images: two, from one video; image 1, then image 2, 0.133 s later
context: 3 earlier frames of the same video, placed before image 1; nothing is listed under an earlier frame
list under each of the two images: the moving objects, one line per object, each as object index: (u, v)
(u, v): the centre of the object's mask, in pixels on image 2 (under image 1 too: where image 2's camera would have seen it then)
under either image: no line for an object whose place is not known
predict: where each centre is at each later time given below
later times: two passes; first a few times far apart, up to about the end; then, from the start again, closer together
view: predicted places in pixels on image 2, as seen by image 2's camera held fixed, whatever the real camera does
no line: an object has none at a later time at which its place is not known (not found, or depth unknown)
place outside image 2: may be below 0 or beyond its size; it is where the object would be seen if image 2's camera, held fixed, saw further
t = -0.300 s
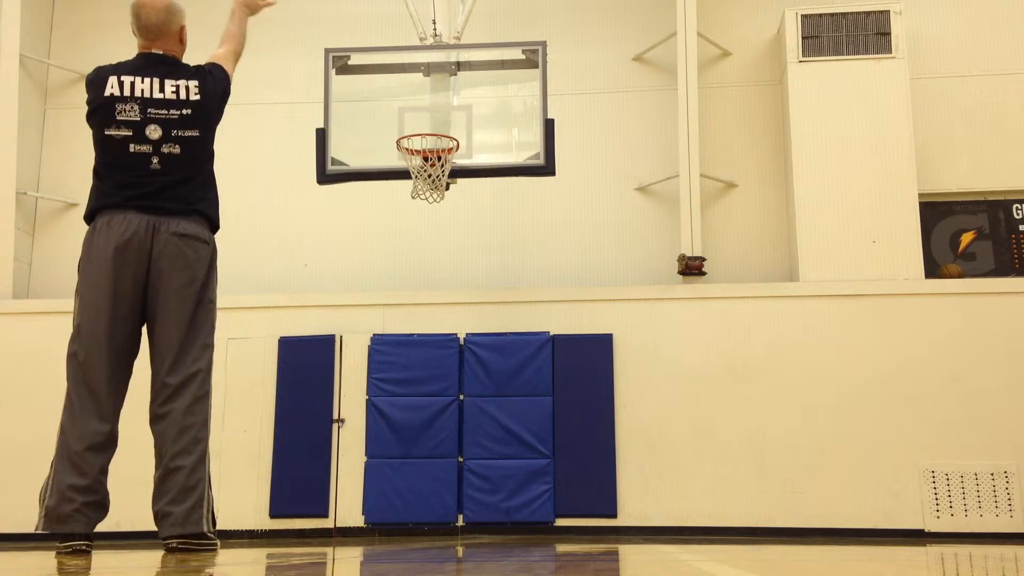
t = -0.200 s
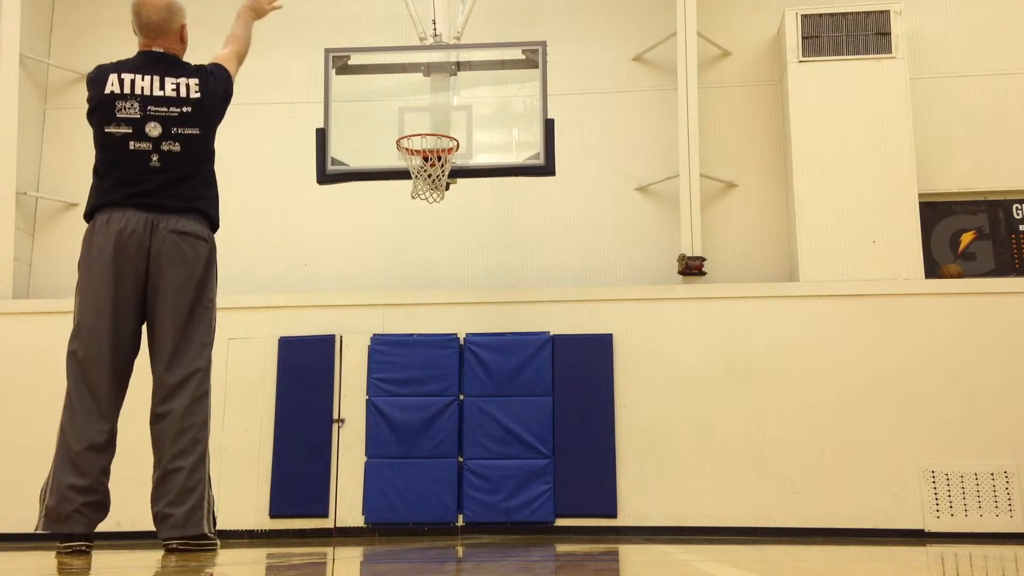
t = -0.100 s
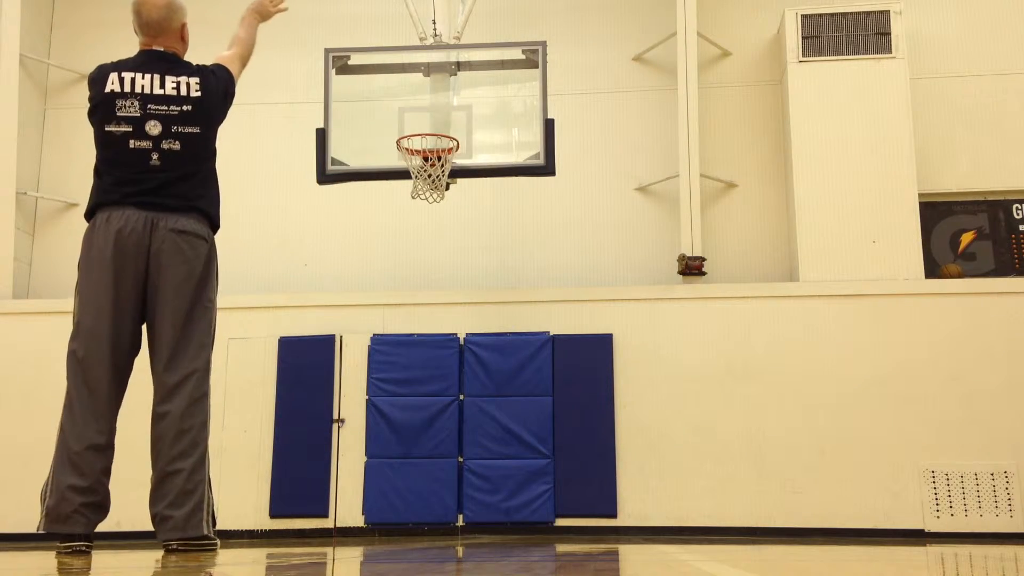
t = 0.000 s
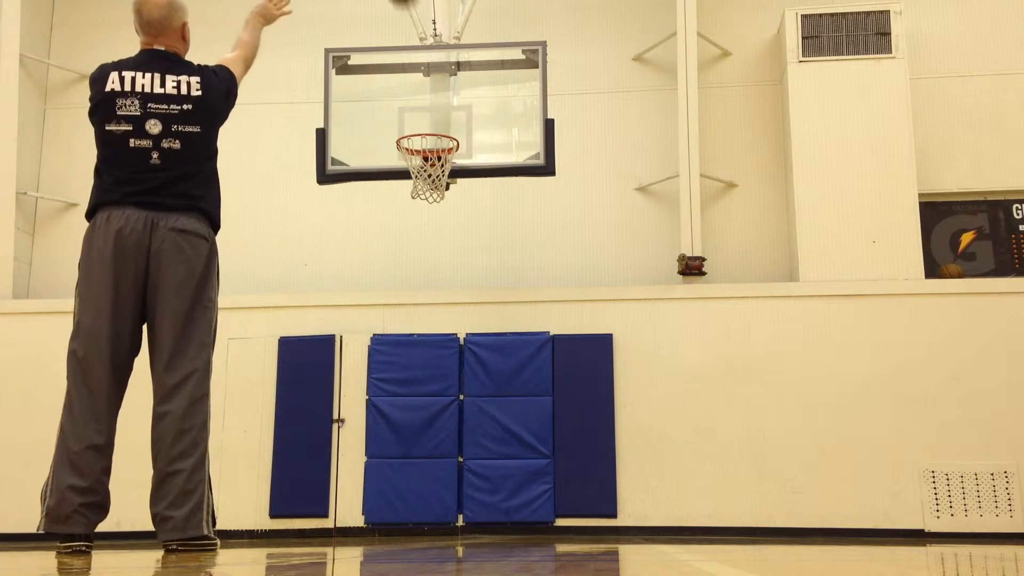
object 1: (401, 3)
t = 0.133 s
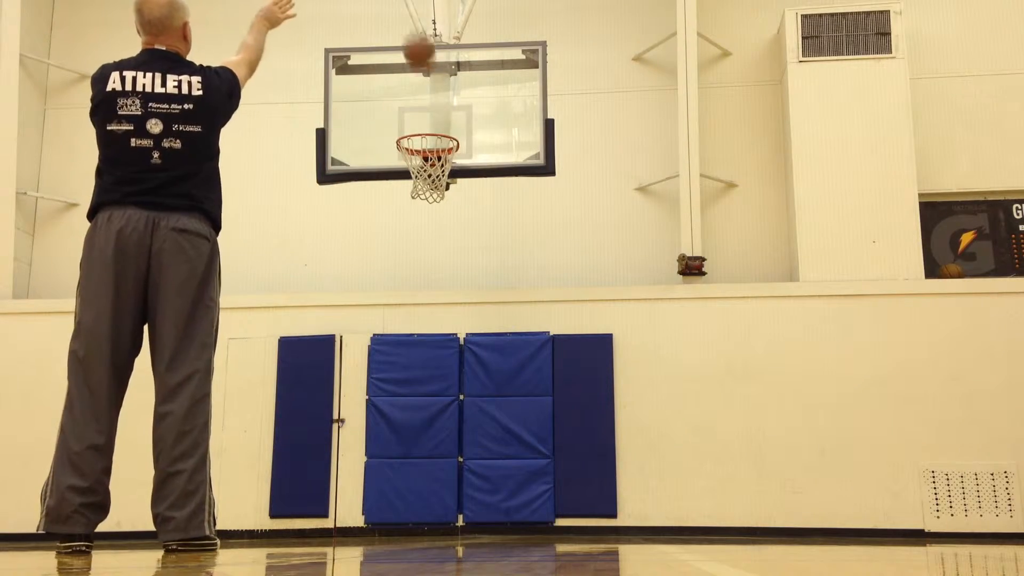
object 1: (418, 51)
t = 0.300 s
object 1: (438, 149)
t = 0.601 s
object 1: (406, 216)
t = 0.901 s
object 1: (388, 360)
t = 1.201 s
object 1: (383, 446)
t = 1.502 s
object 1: (400, 328)
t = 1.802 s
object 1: (416, 332)
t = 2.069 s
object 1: (428, 452)
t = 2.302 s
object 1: (439, 445)
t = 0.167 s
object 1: (423, 70)
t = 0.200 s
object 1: (427, 90)
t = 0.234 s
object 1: (430, 108)
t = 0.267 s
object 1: (433, 126)
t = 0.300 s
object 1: (438, 149)
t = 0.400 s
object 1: (419, 194)
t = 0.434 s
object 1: (412, 196)
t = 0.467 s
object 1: (411, 194)
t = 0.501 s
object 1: (410, 198)
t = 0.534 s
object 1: (409, 201)
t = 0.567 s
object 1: (408, 208)
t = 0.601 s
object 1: (406, 216)
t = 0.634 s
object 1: (404, 225)
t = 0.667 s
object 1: (402, 237)
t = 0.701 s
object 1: (401, 249)
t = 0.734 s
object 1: (399, 263)
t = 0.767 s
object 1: (397, 277)
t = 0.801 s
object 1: (395, 294)
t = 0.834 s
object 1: (393, 315)
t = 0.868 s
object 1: (391, 337)
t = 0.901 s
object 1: (388, 360)
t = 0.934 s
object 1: (386, 383)
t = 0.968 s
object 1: (383, 410)
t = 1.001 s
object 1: (381, 439)
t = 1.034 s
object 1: (379, 473)
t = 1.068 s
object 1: (377, 508)
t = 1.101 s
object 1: (377, 512)
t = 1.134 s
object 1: (379, 490)
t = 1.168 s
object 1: (381, 466)
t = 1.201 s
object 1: (383, 446)
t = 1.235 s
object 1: (385, 426)
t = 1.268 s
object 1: (387, 410)
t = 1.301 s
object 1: (389, 394)
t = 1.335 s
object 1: (391, 378)
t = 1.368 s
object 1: (393, 365)
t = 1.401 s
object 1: (395, 354)
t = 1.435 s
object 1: (397, 345)
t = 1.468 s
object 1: (399, 336)
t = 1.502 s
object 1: (400, 328)
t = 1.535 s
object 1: (403, 323)
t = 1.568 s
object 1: (404, 319)
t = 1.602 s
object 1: (406, 316)
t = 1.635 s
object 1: (408, 315)
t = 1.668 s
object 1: (409, 315)
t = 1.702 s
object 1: (411, 317)
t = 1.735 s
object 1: (413, 320)
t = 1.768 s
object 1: (414, 325)
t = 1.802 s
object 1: (416, 332)
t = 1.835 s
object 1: (418, 340)
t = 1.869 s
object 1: (419, 351)
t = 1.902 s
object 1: (421, 362)
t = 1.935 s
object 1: (422, 376)
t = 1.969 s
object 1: (424, 391)
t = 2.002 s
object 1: (425, 409)
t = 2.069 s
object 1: (428, 452)
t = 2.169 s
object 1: (433, 516)
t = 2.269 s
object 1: (437, 460)
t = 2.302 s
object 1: (439, 445)
